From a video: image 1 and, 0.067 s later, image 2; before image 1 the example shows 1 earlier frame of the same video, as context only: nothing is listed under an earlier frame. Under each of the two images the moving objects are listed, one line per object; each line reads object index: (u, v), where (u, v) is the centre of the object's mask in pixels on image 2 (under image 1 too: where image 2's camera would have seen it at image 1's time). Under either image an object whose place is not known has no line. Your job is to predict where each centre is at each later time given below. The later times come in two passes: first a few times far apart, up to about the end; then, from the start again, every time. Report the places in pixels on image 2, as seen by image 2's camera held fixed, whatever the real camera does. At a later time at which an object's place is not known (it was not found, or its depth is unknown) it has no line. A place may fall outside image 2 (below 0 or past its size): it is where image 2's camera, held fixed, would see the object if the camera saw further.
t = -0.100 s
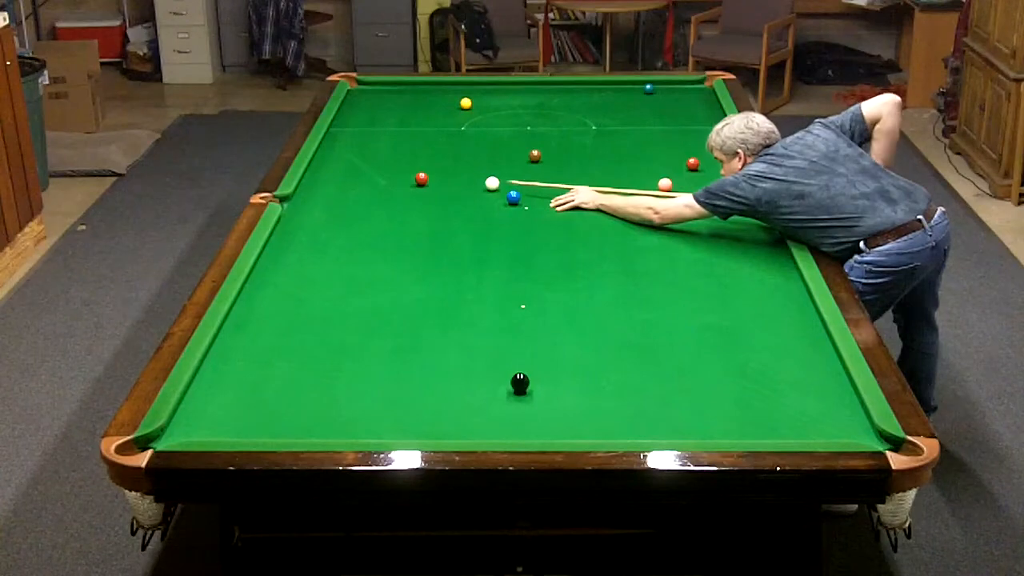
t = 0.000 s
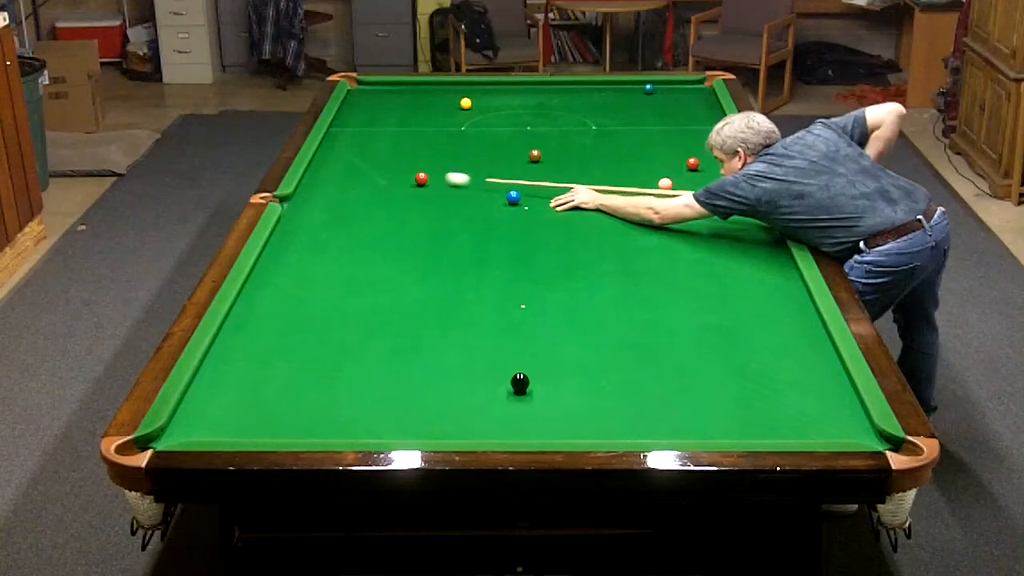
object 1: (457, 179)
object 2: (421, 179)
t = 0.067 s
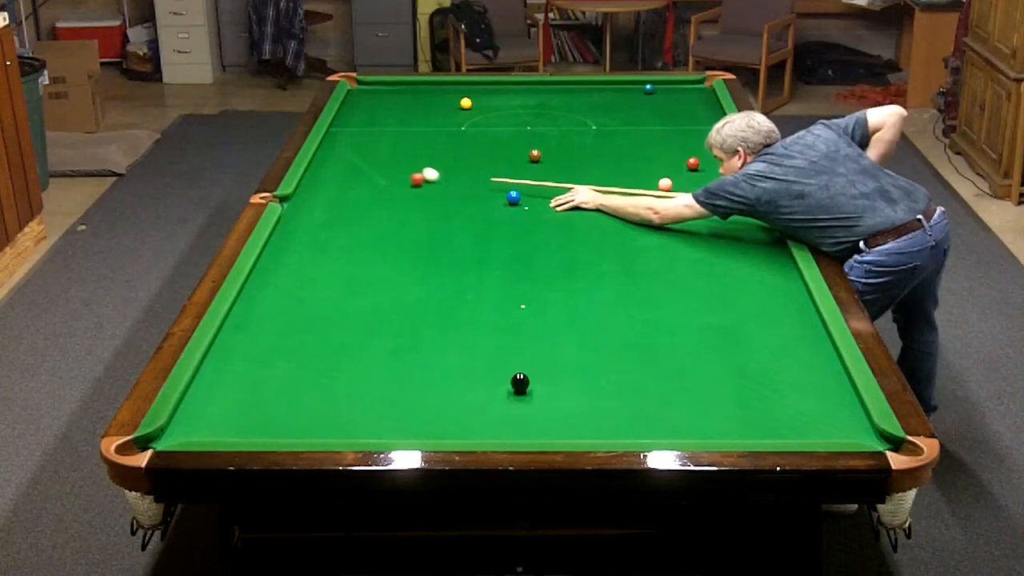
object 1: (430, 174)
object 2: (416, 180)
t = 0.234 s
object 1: (394, 159)
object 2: (383, 186)
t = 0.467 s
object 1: (344, 141)
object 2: (341, 194)
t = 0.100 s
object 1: (424, 171)
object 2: (409, 181)
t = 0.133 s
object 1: (417, 168)
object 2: (402, 183)
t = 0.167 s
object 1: (409, 165)
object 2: (395, 184)
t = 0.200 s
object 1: (402, 162)
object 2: (389, 185)
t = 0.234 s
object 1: (394, 159)
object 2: (383, 186)
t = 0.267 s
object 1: (387, 157)
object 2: (377, 187)
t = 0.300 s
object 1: (380, 154)
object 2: (371, 188)
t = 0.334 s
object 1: (372, 151)
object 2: (365, 189)
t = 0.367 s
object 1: (365, 148)
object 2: (359, 190)
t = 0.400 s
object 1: (358, 146)
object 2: (353, 191)
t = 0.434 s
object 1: (351, 143)
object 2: (347, 193)
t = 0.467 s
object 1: (344, 141)
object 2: (341, 194)
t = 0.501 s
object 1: (338, 138)
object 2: (336, 195)
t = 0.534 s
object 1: (331, 136)
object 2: (329, 196)
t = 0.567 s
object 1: (333, 133)
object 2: (323, 197)
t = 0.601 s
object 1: (340, 131)
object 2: (317, 198)
